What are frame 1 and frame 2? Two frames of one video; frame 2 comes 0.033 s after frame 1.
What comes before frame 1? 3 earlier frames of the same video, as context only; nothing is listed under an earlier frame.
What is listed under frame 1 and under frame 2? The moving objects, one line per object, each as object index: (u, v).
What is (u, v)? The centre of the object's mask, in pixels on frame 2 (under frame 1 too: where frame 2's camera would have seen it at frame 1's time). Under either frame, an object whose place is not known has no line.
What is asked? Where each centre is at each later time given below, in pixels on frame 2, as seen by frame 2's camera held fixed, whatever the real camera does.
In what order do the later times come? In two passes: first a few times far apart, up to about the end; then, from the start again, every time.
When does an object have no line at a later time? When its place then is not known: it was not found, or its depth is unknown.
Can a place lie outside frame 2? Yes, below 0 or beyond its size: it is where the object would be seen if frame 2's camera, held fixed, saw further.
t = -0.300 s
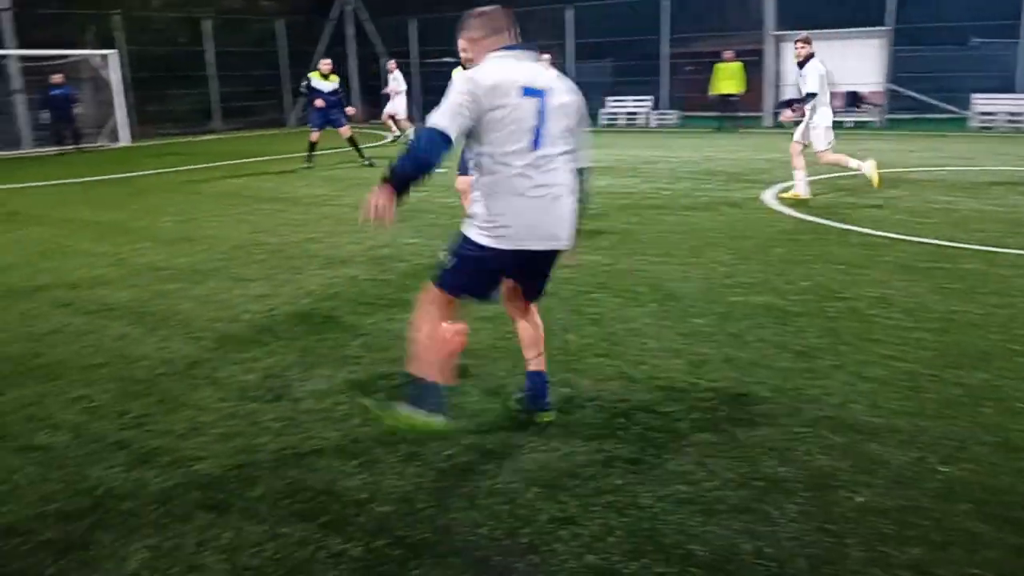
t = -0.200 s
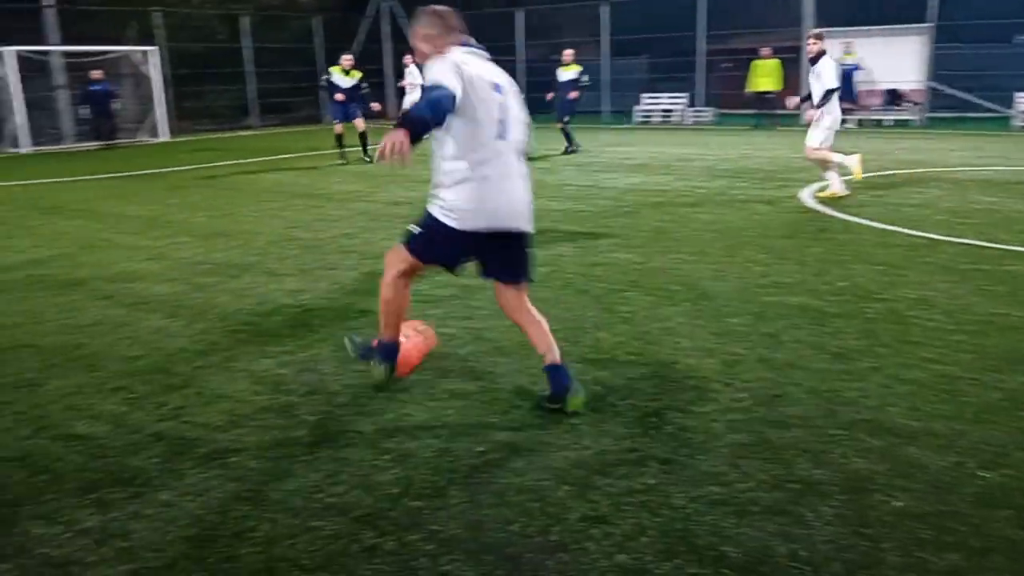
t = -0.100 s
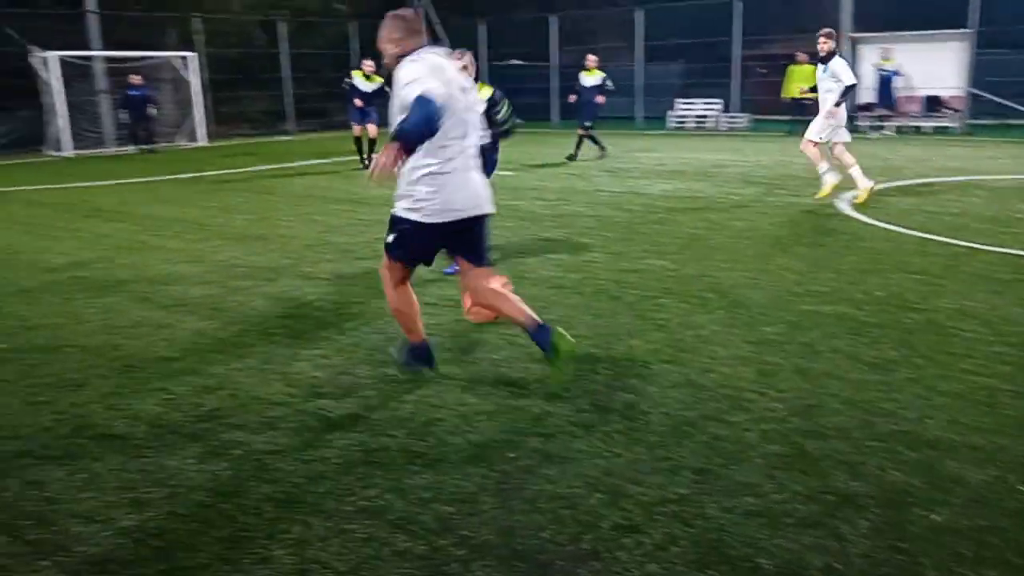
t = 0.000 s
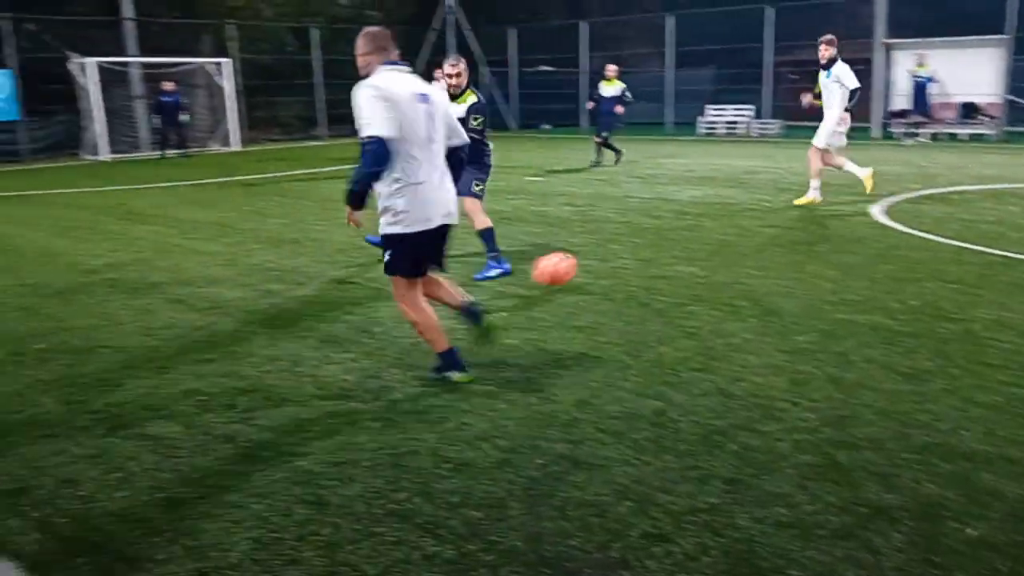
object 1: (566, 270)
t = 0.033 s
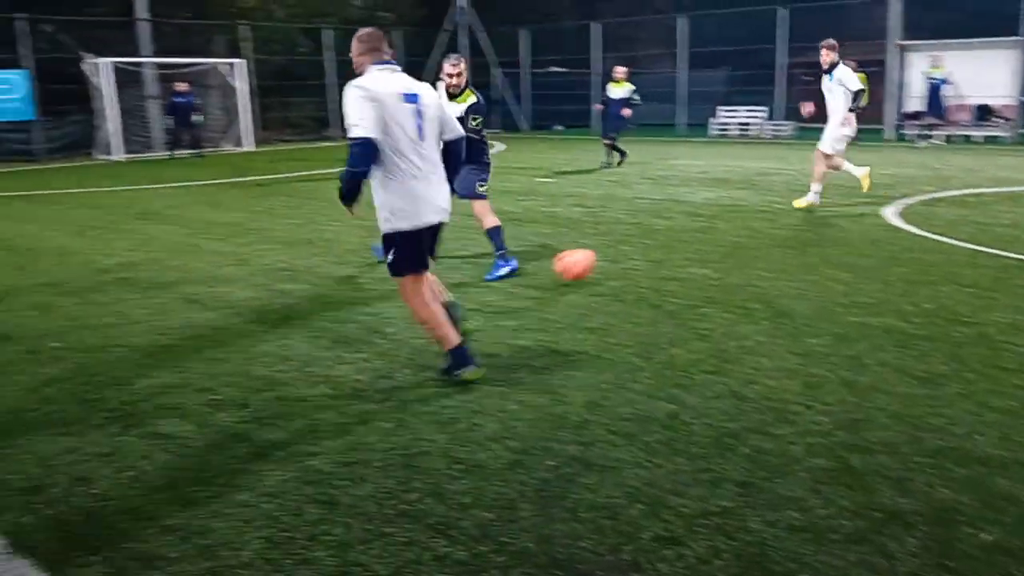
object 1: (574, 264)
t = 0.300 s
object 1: (623, 220)
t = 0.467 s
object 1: (639, 205)
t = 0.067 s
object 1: (585, 259)
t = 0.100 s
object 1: (592, 250)
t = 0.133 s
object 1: (597, 243)
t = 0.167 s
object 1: (603, 237)
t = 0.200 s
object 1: (608, 232)
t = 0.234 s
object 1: (614, 230)
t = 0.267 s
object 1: (620, 225)
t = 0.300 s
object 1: (623, 220)
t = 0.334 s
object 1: (627, 216)
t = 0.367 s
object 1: (630, 213)
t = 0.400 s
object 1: (633, 211)
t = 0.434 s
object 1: (636, 210)
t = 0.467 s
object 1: (639, 205)
